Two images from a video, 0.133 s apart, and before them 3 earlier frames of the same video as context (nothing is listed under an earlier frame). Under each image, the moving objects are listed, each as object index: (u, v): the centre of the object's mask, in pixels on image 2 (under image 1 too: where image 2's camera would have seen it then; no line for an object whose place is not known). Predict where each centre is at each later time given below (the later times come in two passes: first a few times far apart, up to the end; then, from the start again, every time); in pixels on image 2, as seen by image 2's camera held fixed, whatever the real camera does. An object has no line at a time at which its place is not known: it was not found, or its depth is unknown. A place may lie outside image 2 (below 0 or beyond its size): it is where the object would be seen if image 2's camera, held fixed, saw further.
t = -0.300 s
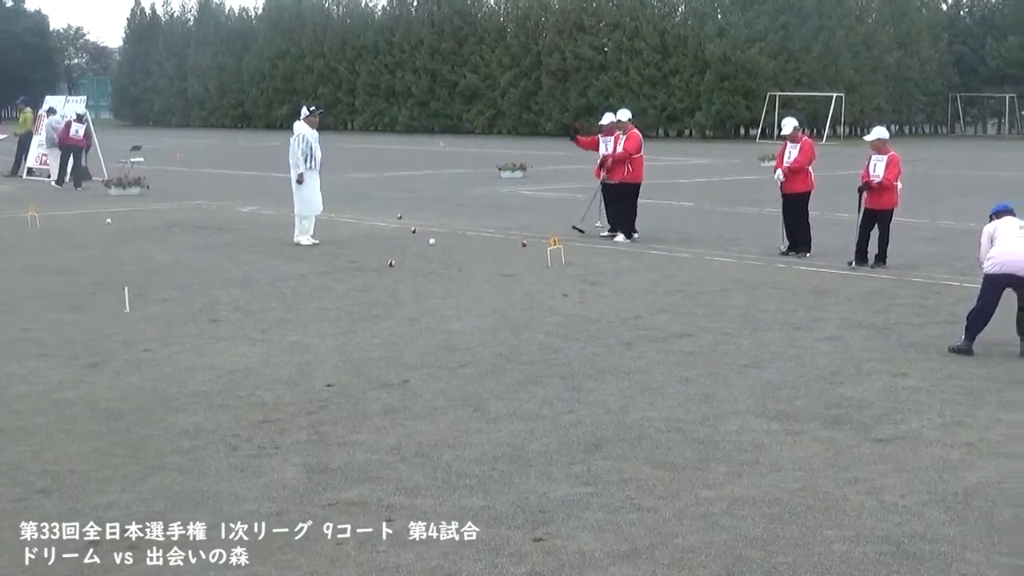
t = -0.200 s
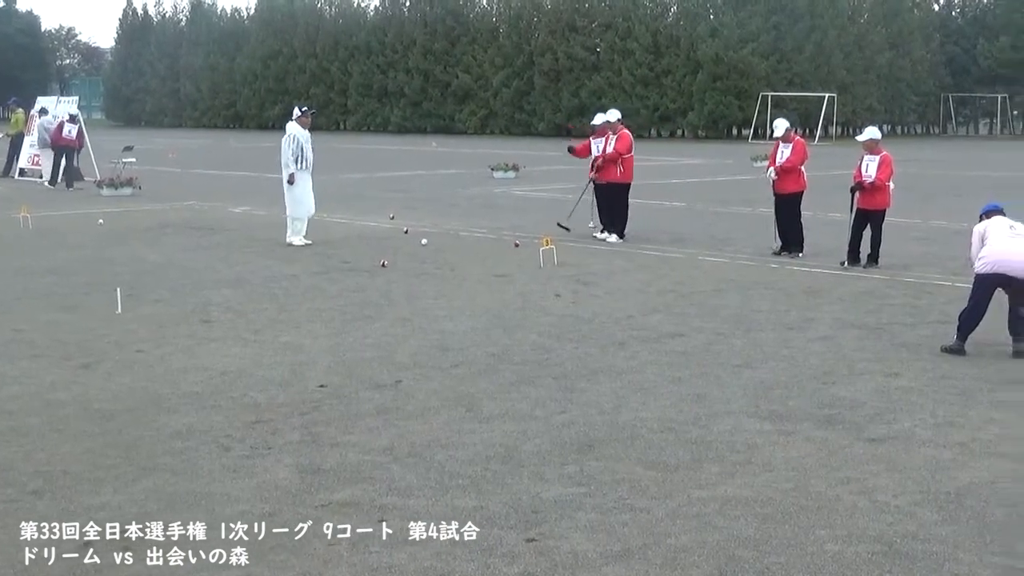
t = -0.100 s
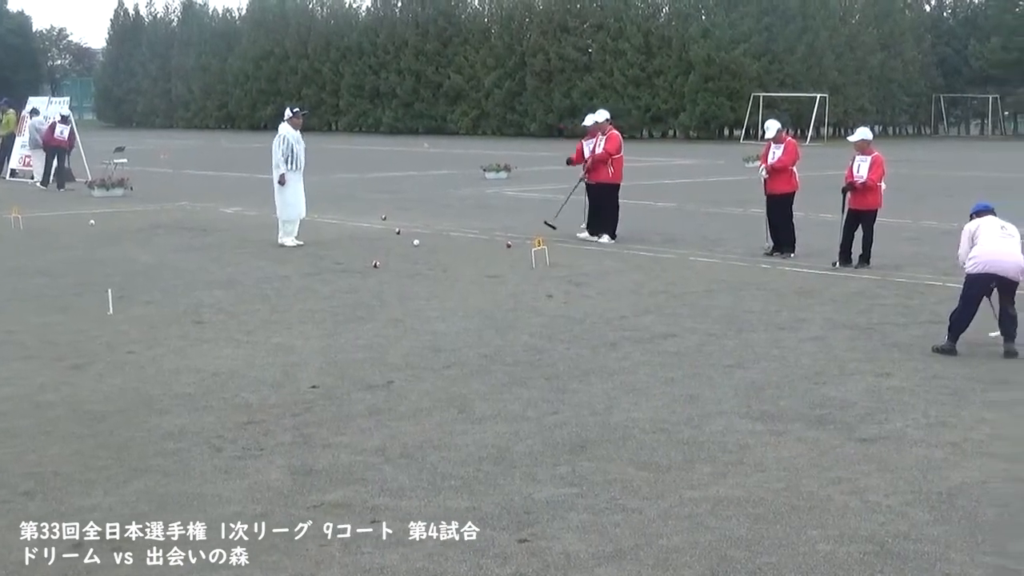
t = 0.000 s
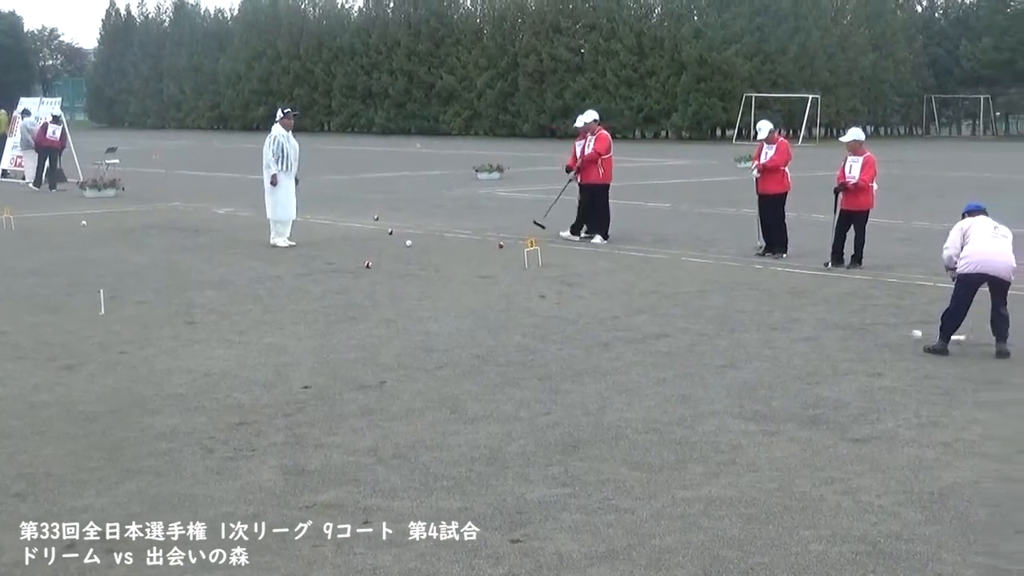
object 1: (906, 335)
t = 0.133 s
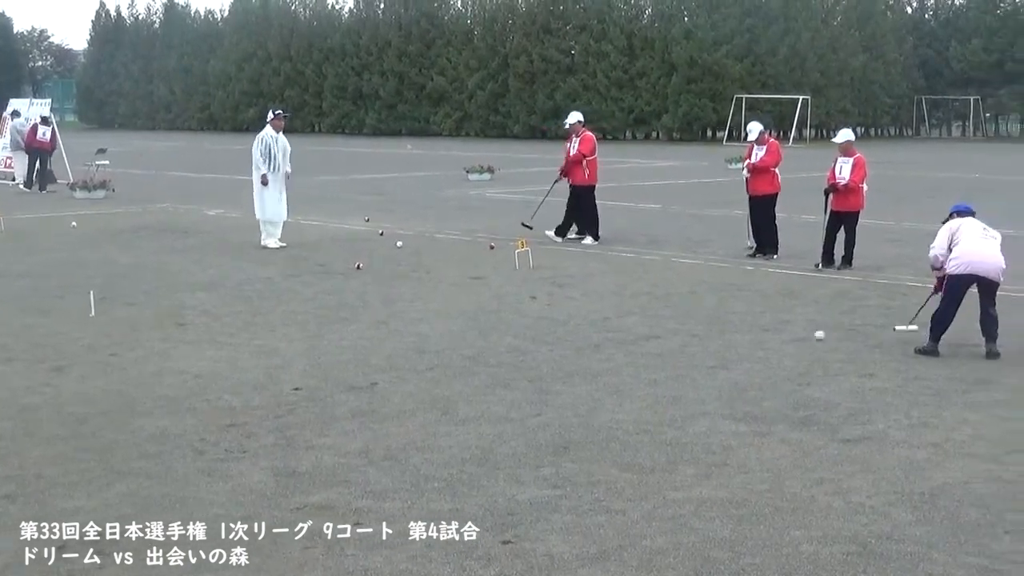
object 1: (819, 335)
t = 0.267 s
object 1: (743, 332)
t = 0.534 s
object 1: (610, 328)
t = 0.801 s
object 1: (497, 326)
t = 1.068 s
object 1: (392, 324)
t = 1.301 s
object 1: (304, 323)
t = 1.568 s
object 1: (208, 321)
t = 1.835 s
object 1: (118, 321)
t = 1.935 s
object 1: (85, 320)
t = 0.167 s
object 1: (800, 334)
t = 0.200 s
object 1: (779, 333)
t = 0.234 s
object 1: (760, 333)
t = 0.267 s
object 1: (743, 332)
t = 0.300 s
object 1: (724, 332)
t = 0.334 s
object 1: (706, 332)
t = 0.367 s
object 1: (689, 331)
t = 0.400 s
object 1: (673, 328)
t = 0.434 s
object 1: (657, 327)
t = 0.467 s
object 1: (641, 329)
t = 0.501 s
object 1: (625, 330)
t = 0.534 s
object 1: (610, 328)
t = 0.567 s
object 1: (595, 327)
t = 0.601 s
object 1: (581, 328)
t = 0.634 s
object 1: (566, 328)
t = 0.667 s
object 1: (553, 327)
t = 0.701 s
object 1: (538, 327)
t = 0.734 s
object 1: (525, 326)
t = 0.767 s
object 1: (510, 327)
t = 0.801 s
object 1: (497, 326)
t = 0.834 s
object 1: (483, 326)
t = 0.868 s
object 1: (470, 326)
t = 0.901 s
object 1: (457, 325)
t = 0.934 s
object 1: (443, 325)
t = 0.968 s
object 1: (430, 325)
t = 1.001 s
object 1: (418, 324)
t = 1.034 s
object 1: (404, 324)
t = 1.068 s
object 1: (392, 324)
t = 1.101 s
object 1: (379, 324)
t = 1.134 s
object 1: (366, 323)
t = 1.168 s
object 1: (354, 323)
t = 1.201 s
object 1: (341, 323)
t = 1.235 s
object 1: (329, 323)
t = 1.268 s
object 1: (316, 323)
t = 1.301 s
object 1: (304, 323)
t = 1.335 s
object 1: (292, 322)
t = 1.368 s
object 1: (279, 322)
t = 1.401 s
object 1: (267, 322)
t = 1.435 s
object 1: (255, 322)
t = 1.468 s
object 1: (244, 322)
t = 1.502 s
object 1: (232, 322)
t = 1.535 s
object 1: (220, 322)
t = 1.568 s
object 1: (208, 321)
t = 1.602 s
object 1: (196, 322)
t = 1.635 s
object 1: (184, 321)
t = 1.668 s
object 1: (173, 321)
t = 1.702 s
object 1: (162, 321)
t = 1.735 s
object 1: (151, 320)
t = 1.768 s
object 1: (140, 320)
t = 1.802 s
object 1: (128, 321)
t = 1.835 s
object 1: (118, 321)
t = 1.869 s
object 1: (107, 321)
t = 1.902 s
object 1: (96, 320)
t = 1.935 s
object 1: (85, 320)
